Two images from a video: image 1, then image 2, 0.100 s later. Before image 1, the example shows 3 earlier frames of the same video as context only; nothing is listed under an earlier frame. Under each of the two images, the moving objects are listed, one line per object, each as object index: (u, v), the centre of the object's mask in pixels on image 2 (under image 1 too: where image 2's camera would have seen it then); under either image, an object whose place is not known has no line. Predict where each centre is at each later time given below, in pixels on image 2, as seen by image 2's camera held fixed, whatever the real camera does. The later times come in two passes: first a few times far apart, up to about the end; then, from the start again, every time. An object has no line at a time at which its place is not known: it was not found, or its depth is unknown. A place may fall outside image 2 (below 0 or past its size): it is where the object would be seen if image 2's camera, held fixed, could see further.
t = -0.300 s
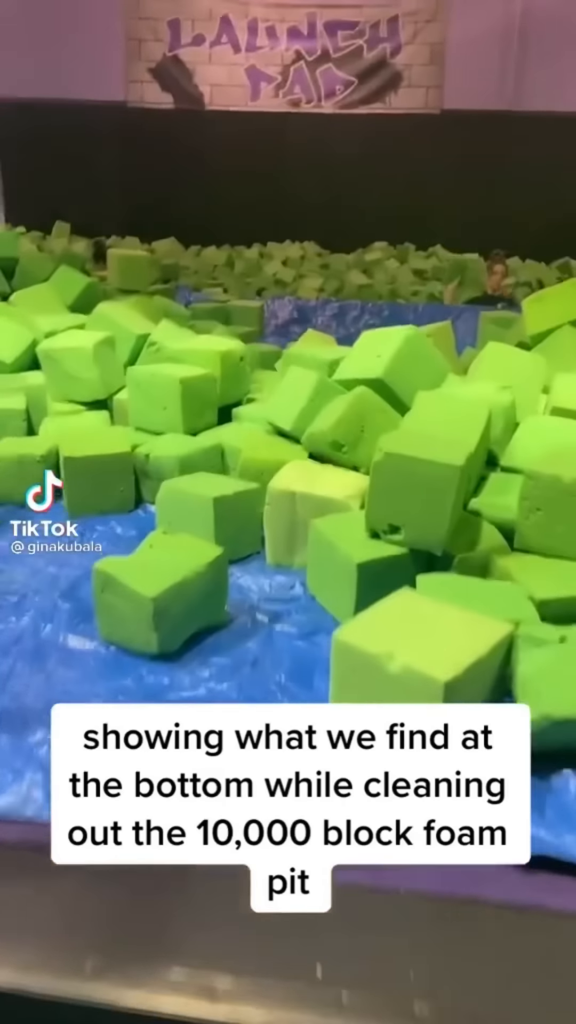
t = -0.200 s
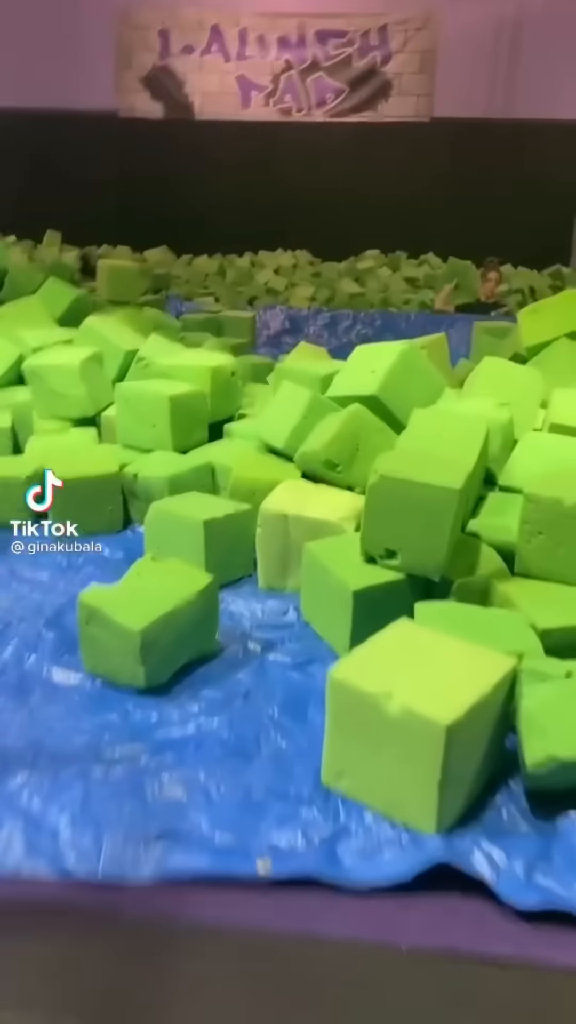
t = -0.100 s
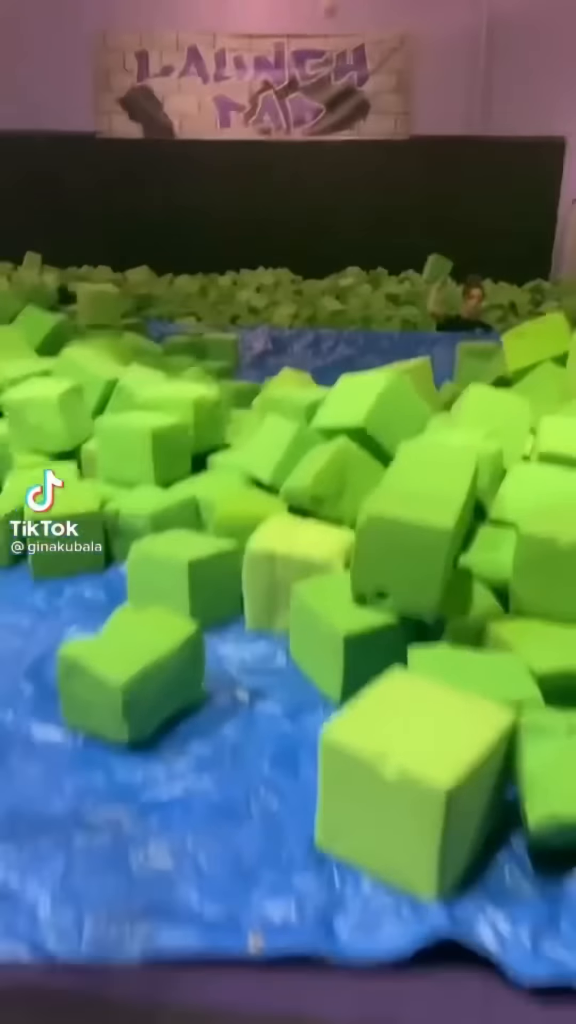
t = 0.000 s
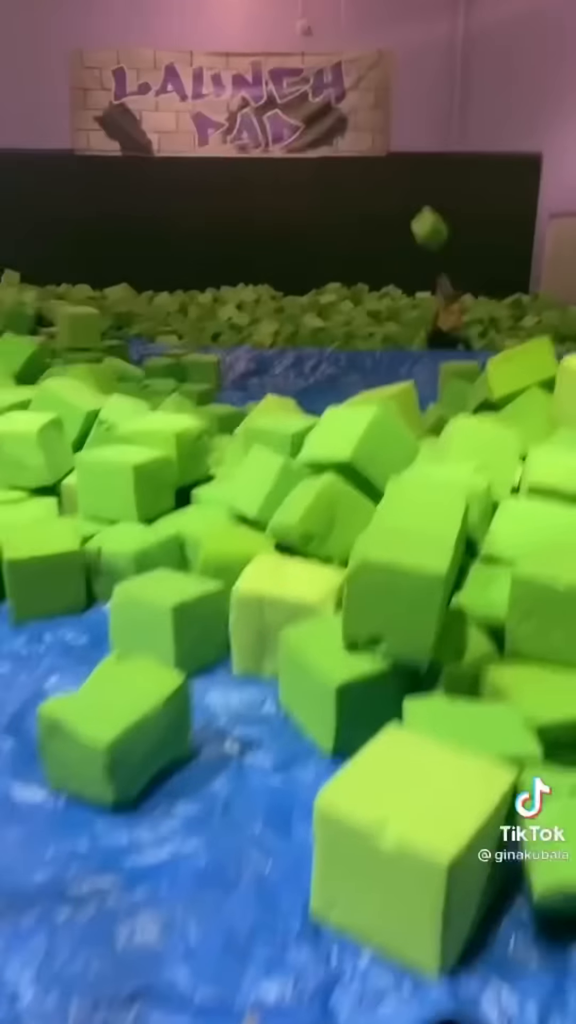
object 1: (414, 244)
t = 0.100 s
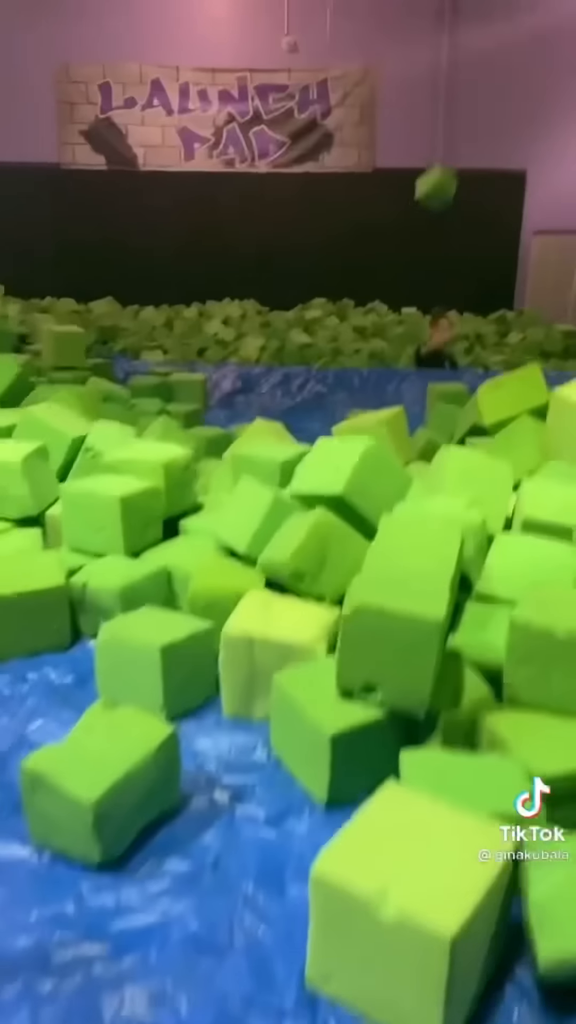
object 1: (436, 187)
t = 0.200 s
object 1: (458, 139)
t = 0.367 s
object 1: (498, 83)
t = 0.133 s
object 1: (442, 170)
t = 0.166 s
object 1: (451, 154)
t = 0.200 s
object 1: (458, 139)
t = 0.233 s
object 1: (466, 125)
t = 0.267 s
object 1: (473, 112)
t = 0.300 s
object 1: (482, 101)
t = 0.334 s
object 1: (490, 91)
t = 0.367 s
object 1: (498, 83)
